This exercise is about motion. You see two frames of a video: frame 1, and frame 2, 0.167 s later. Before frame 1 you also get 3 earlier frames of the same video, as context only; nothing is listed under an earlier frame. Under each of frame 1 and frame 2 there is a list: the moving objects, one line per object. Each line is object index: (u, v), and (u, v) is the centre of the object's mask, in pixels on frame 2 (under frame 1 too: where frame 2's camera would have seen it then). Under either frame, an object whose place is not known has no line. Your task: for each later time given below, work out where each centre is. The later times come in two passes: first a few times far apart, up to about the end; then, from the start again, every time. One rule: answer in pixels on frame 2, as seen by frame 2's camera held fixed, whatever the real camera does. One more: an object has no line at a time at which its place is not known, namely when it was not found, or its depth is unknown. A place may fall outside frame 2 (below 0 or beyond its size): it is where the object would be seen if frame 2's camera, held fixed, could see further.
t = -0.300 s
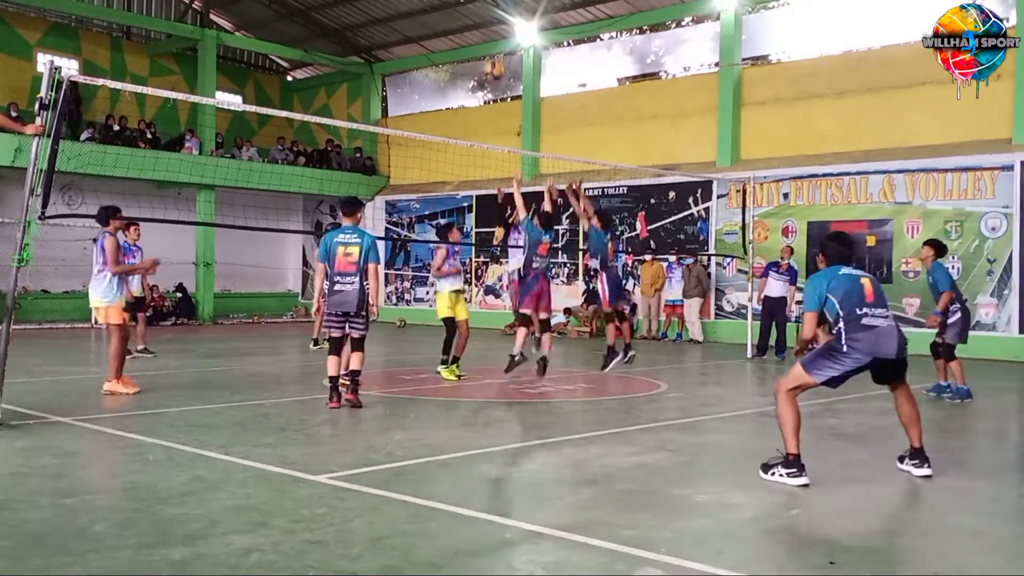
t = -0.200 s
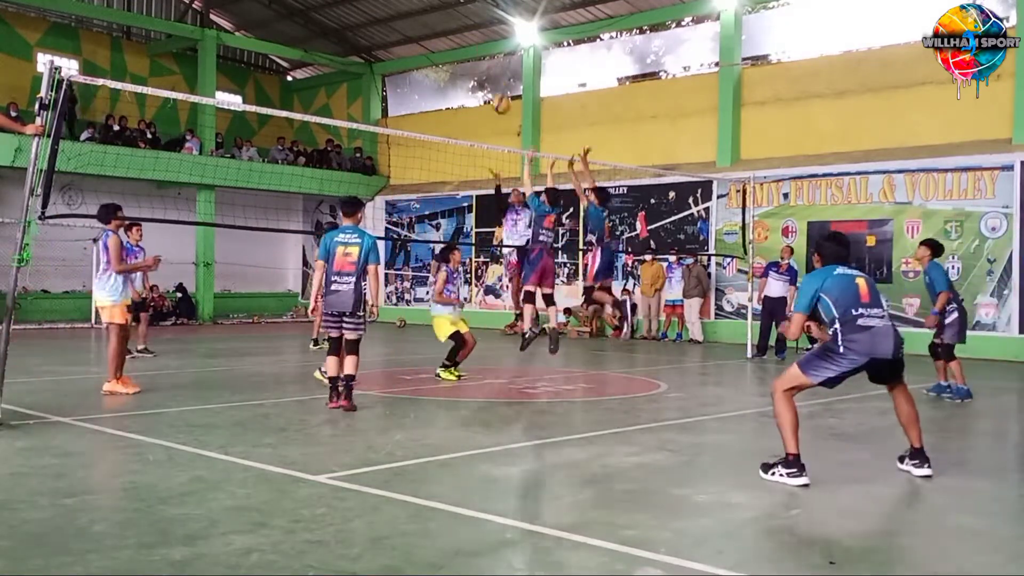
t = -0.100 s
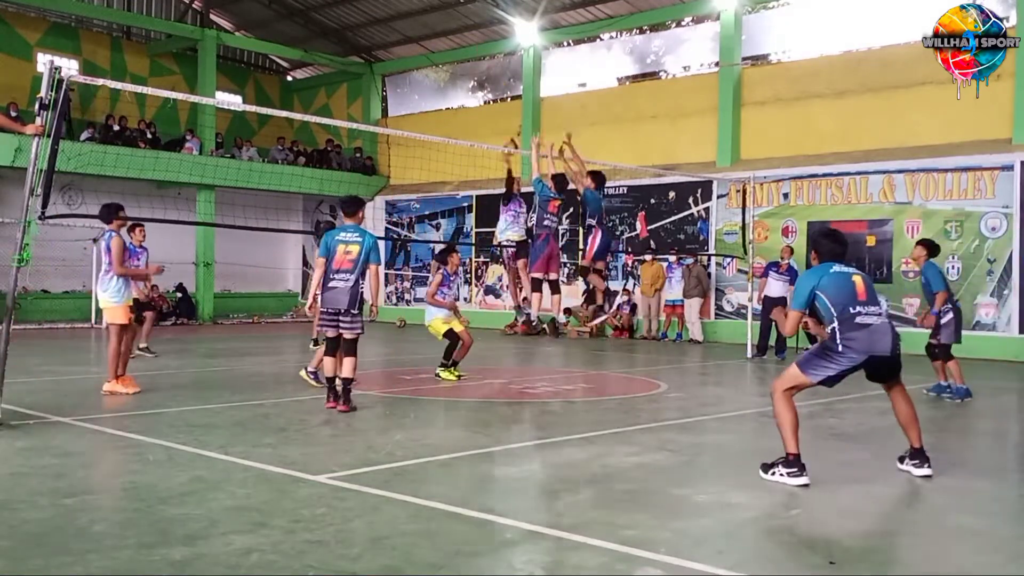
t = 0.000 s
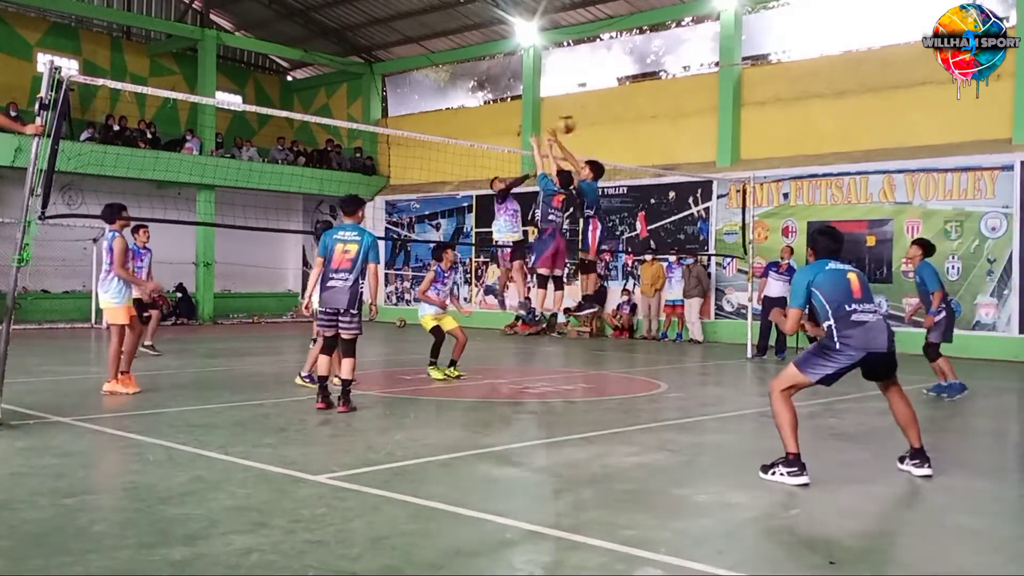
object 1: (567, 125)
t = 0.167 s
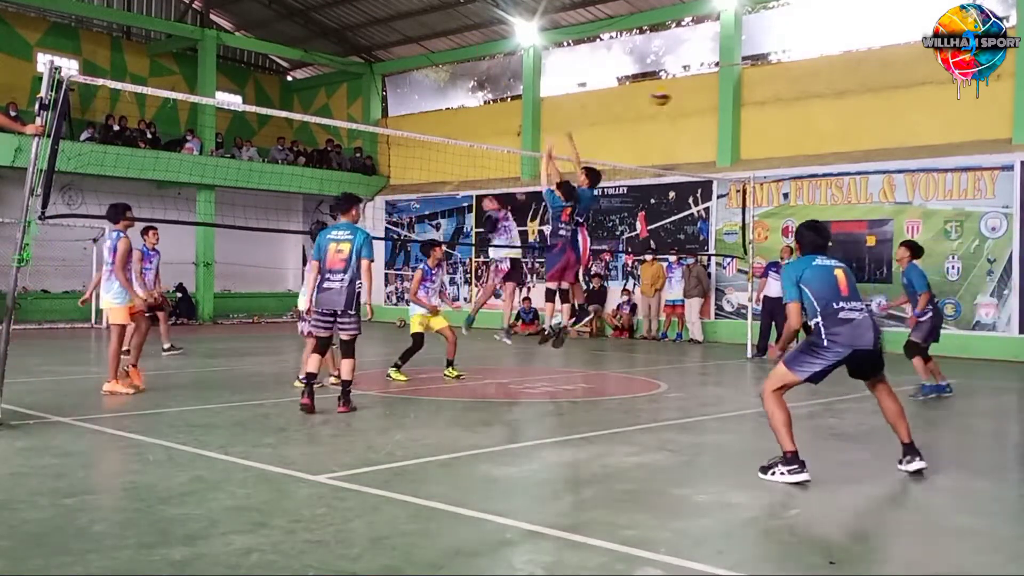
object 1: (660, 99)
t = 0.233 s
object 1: (698, 92)
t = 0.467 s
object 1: (829, 109)
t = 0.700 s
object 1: (960, 178)
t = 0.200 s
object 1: (681, 94)
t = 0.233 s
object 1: (698, 92)
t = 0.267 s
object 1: (717, 92)
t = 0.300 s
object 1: (735, 91)
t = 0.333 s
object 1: (753, 92)
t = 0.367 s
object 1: (773, 95)
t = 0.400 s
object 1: (793, 98)
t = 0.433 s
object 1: (811, 103)
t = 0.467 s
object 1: (829, 109)
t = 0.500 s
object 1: (848, 116)
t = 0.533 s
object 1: (867, 123)
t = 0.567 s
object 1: (886, 132)
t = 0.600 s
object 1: (904, 142)
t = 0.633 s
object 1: (922, 154)
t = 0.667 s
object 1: (942, 163)
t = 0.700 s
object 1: (960, 178)
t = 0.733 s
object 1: (980, 192)
